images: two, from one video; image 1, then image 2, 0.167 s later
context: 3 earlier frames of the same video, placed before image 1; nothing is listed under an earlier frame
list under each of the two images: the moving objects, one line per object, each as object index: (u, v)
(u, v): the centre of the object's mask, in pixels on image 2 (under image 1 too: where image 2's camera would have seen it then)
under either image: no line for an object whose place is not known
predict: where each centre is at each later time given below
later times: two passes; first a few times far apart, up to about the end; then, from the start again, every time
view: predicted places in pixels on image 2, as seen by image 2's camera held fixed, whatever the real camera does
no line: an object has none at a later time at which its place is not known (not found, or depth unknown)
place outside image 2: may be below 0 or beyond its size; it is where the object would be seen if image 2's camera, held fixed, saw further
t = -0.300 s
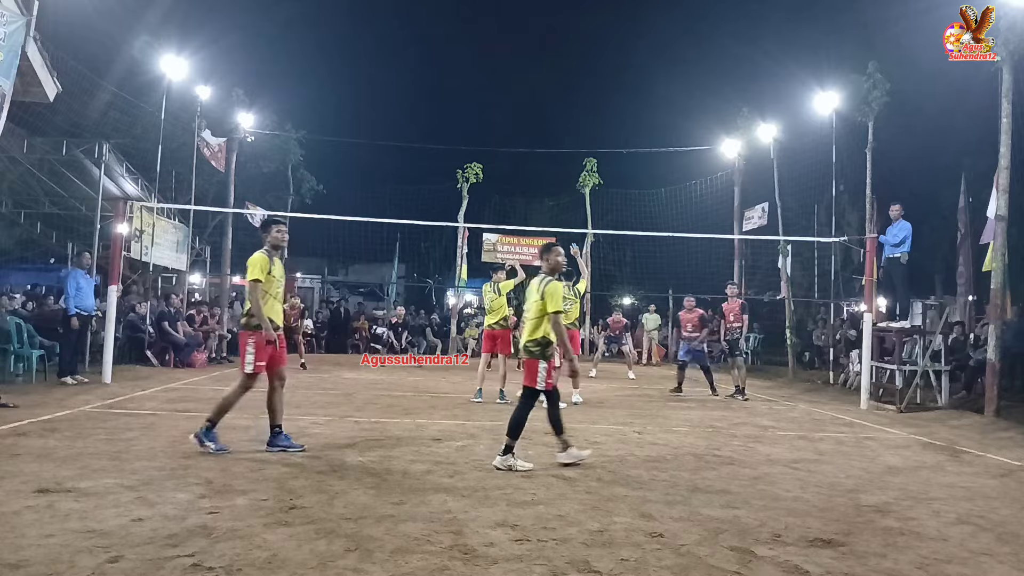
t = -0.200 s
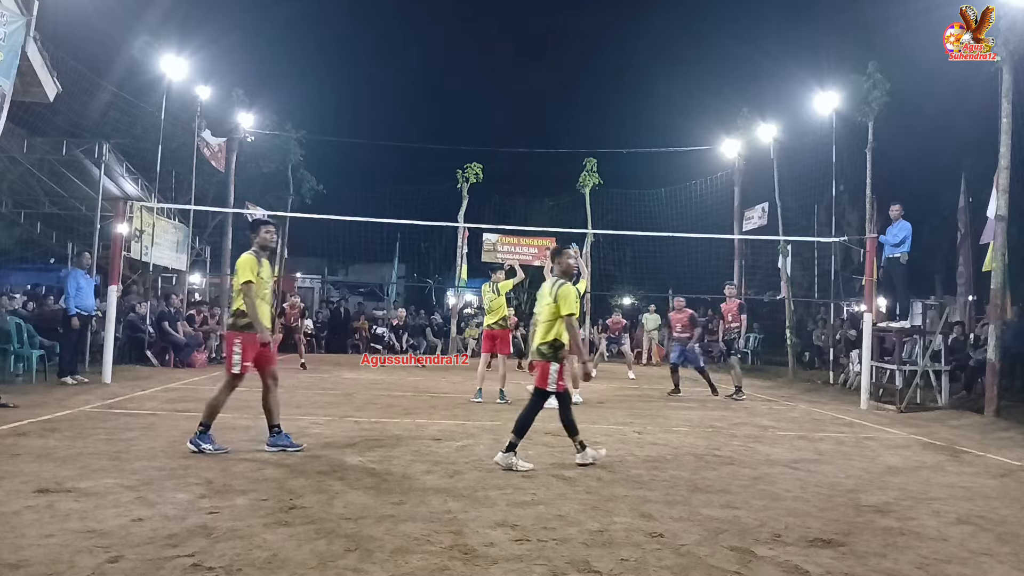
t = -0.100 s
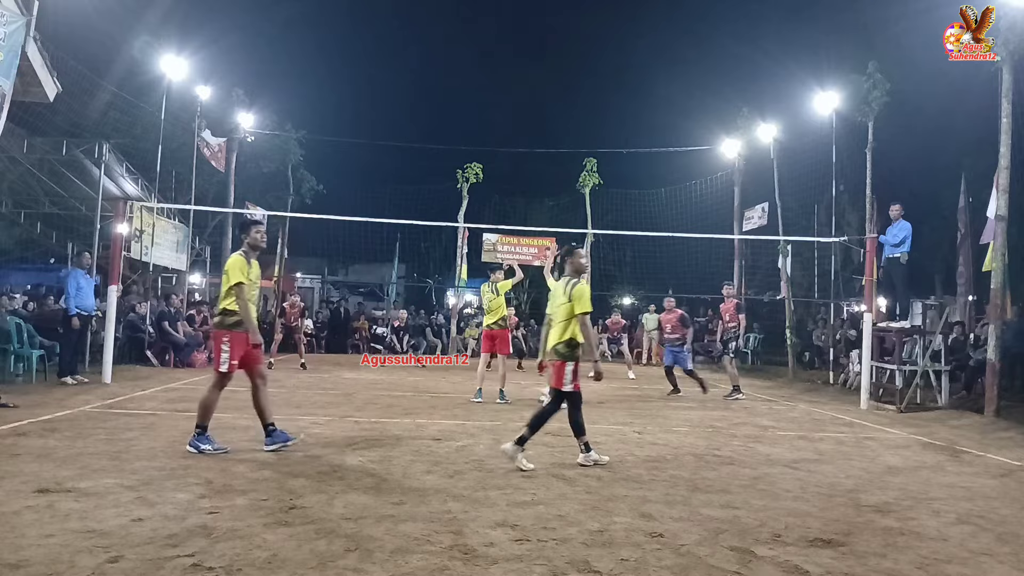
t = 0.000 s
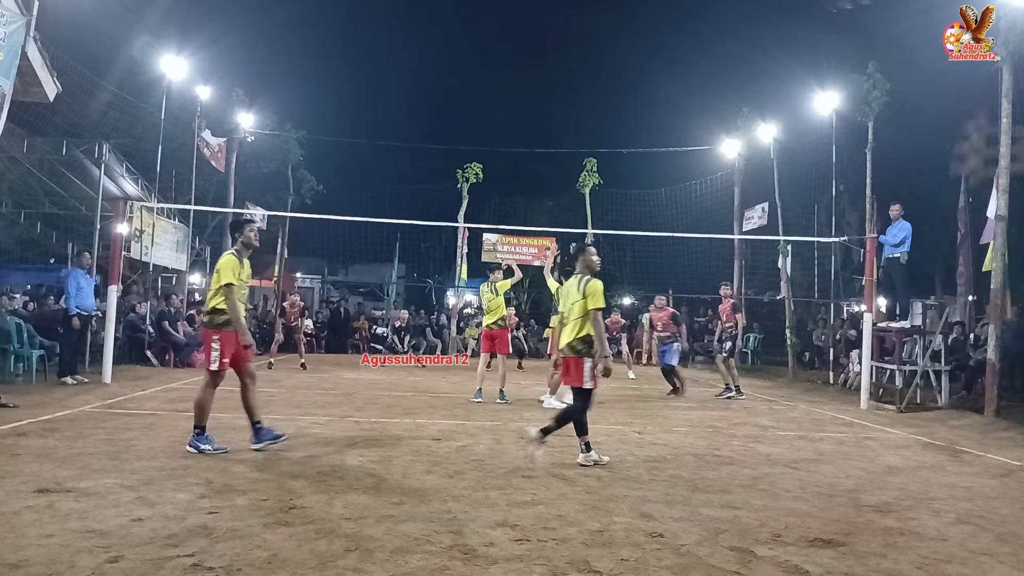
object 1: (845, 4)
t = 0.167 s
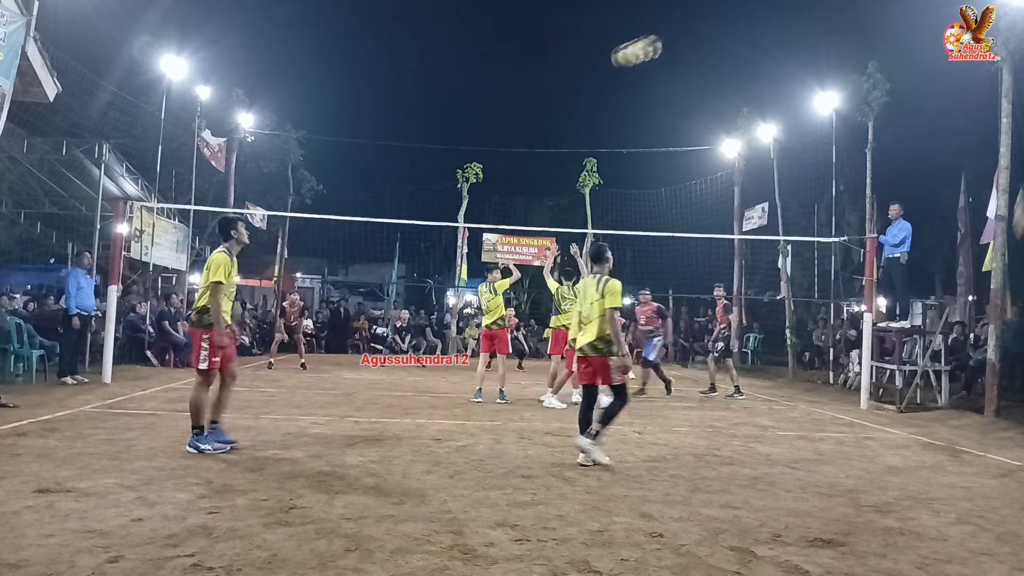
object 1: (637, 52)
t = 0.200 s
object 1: (607, 63)
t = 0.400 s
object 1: (483, 122)
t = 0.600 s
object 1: (407, 174)
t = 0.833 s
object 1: (343, 237)
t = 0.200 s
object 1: (607, 63)
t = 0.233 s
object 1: (582, 73)
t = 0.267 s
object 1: (558, 83)
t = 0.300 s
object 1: (536, 93)
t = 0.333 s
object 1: (518, 103)
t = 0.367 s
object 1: (499, 112)
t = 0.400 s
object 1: (483, 122)
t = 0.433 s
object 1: (468, 131)
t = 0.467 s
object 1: (453, 140)
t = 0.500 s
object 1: (441, 148)
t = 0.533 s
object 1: (429, 157)
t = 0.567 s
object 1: (417, 165)
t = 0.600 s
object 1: (407, 174)
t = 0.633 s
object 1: (396, 183)
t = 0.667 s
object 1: (386, 191)
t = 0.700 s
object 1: (377, 200)
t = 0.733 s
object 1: (368, 210)
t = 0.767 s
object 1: (360, 218)
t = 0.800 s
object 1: (351, 229)
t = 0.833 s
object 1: (343, 237)
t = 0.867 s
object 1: (336, 246)
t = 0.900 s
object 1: (329, 255)
